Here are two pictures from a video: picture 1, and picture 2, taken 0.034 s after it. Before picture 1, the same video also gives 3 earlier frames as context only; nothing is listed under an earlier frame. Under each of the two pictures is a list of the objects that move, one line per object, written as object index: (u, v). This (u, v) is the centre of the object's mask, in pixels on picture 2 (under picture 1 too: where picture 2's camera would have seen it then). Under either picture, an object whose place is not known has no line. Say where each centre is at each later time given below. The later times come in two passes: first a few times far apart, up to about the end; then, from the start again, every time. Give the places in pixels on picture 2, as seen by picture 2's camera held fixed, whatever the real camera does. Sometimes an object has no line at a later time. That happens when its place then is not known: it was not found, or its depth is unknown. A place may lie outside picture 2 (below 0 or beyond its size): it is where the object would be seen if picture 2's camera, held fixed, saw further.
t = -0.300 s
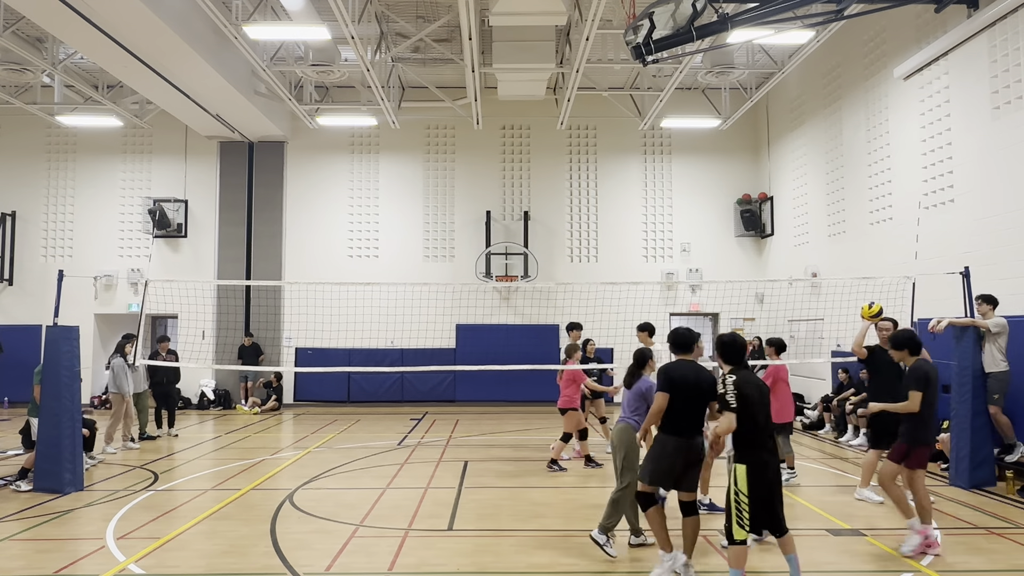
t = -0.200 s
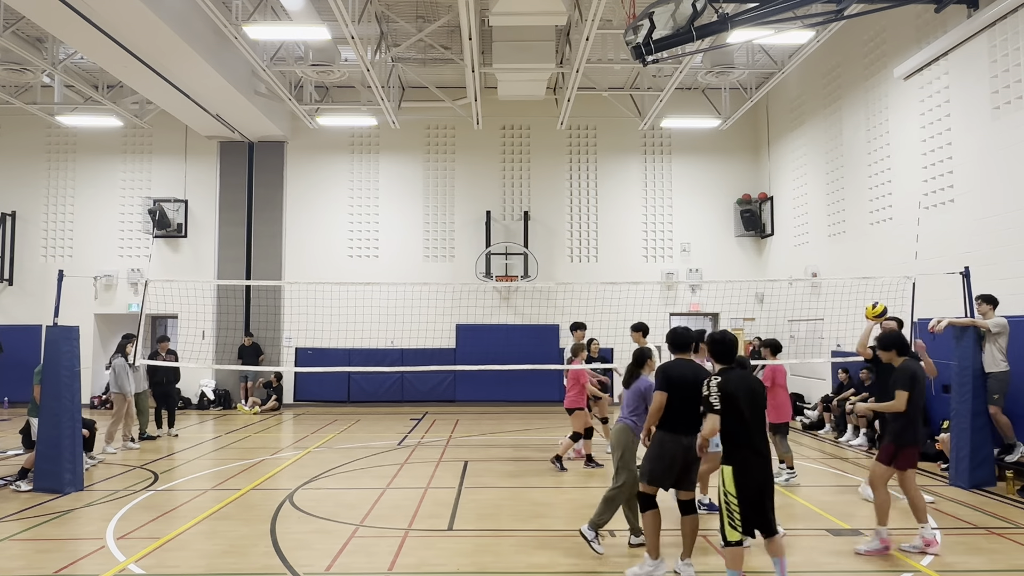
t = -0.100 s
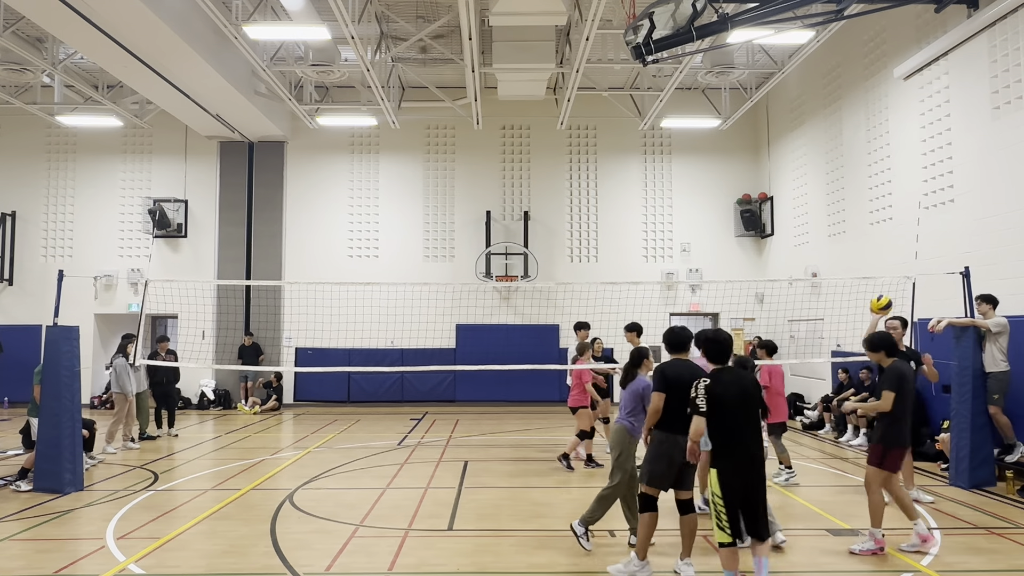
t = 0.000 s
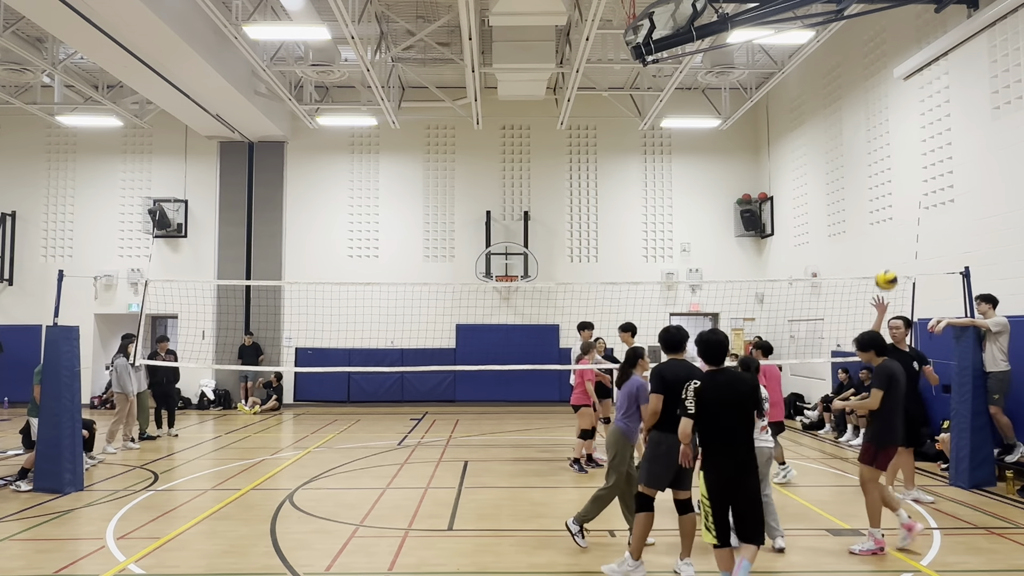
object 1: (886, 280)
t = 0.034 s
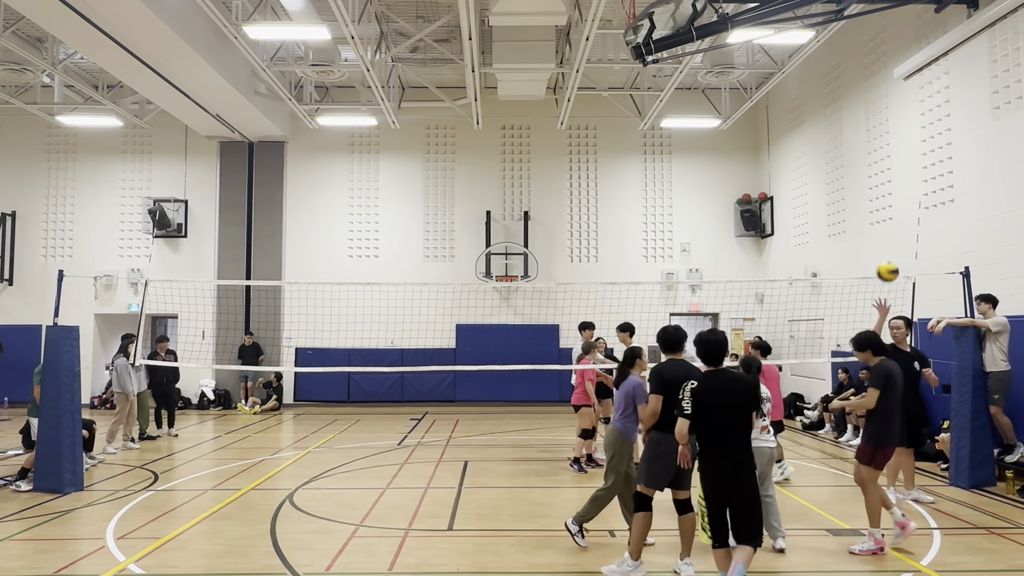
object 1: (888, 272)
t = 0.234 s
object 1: (897, 242)
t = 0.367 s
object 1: (904, 244)
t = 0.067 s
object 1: (889, 264)
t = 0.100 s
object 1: (890, 258)
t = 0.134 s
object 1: (892, 252)
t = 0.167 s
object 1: (893, 248)
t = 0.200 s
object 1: (895, 244)
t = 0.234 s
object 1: (897, 242)
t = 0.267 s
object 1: (898, 241)
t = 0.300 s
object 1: (900, 241)
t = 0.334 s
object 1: (902, 242)
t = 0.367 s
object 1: (904, 244)
